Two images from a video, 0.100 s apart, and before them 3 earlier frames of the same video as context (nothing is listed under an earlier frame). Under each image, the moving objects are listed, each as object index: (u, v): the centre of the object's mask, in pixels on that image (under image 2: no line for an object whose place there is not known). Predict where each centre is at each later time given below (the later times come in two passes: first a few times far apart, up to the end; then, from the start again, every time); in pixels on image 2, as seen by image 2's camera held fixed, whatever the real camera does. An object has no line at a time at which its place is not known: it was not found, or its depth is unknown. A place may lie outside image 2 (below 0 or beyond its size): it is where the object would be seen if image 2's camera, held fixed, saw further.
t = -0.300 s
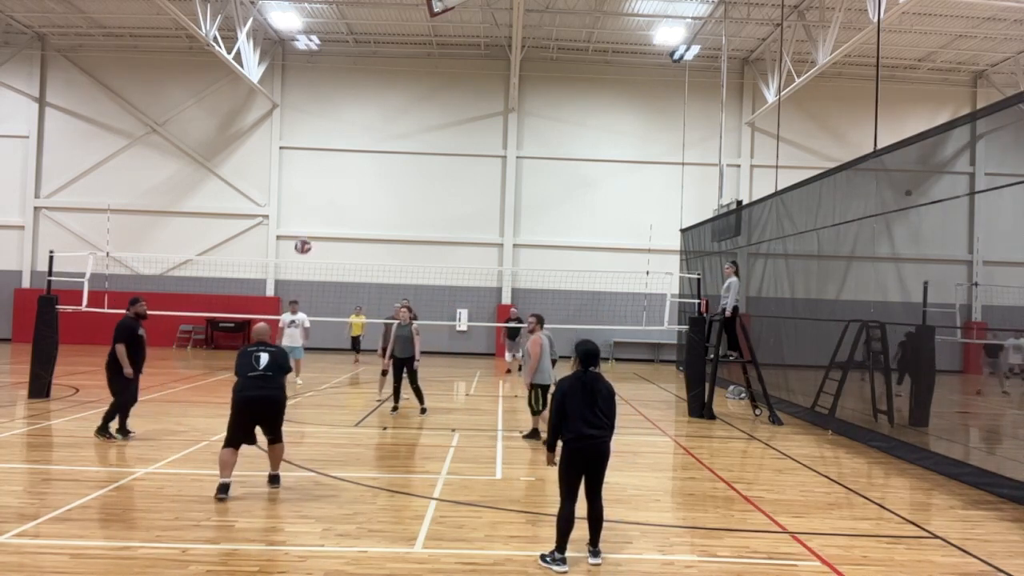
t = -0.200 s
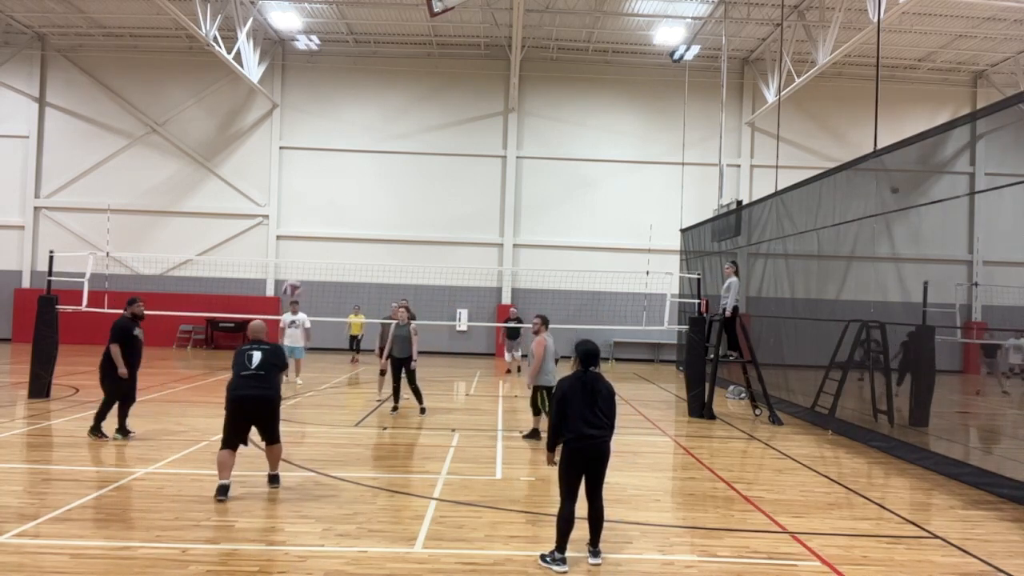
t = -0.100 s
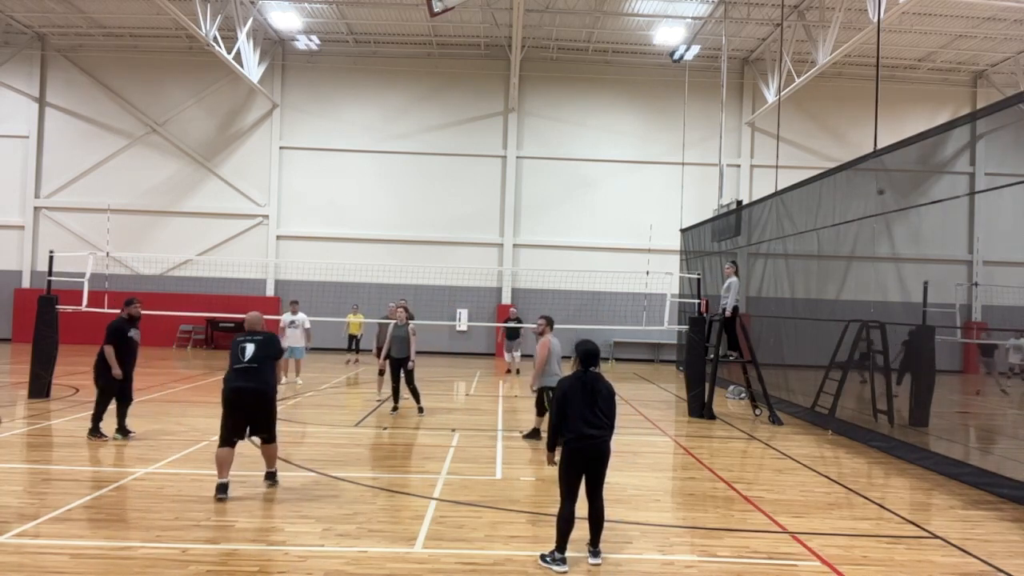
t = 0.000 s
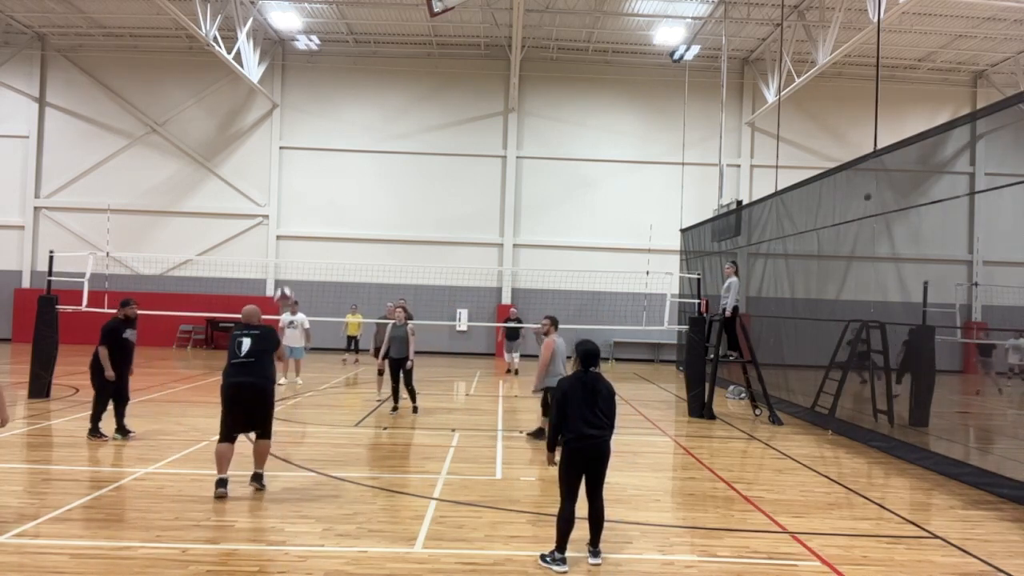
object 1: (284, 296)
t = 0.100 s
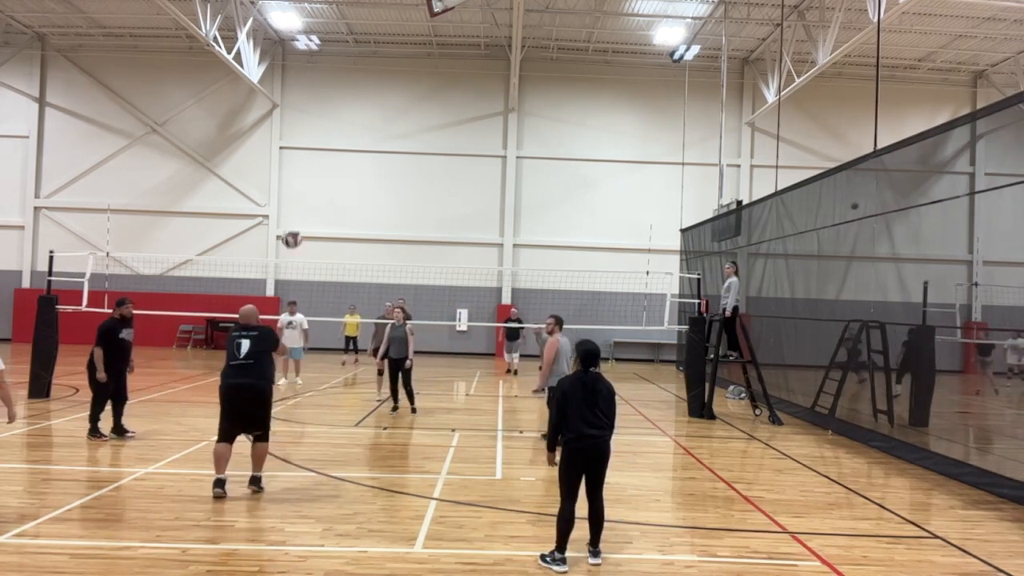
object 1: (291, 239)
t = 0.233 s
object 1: (301, 180)
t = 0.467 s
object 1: (314, 124)
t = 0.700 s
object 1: (325, 117)
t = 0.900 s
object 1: (333, 144)
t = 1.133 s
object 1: (339, 206)
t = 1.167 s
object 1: (340, 217)
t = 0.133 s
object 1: (294, 222)
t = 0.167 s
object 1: (296, 207)
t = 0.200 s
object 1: (298, 193)
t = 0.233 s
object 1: (301, 180)
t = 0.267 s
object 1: (303, 168)
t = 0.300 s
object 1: (304, 159)
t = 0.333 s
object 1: (307, 150)
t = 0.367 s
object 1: (308, 142)
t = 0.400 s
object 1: (310, 134)
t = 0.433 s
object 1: (312, 129)
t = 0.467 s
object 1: (314, 124)
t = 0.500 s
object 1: (315, 121)
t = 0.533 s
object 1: (318, 118)
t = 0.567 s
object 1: (319, 115)
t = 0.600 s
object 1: (321, 115)
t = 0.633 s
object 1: (322, 115)
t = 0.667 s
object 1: (324, 115)
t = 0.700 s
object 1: (325, 117)
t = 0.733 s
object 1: (326, 120)
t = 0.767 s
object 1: (328, 123)
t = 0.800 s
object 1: (329, 126)
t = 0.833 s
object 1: (330, 131)
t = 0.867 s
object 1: (331, 137)
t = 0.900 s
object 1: (333, 144)
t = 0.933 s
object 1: (334, 150)
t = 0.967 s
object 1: (335, 158)
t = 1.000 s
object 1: (336, 167)
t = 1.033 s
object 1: (337, 175)
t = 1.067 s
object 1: (337, 185)
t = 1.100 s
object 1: (338, 195)
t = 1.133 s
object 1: (339, 206)
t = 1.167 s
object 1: (340, 217)
